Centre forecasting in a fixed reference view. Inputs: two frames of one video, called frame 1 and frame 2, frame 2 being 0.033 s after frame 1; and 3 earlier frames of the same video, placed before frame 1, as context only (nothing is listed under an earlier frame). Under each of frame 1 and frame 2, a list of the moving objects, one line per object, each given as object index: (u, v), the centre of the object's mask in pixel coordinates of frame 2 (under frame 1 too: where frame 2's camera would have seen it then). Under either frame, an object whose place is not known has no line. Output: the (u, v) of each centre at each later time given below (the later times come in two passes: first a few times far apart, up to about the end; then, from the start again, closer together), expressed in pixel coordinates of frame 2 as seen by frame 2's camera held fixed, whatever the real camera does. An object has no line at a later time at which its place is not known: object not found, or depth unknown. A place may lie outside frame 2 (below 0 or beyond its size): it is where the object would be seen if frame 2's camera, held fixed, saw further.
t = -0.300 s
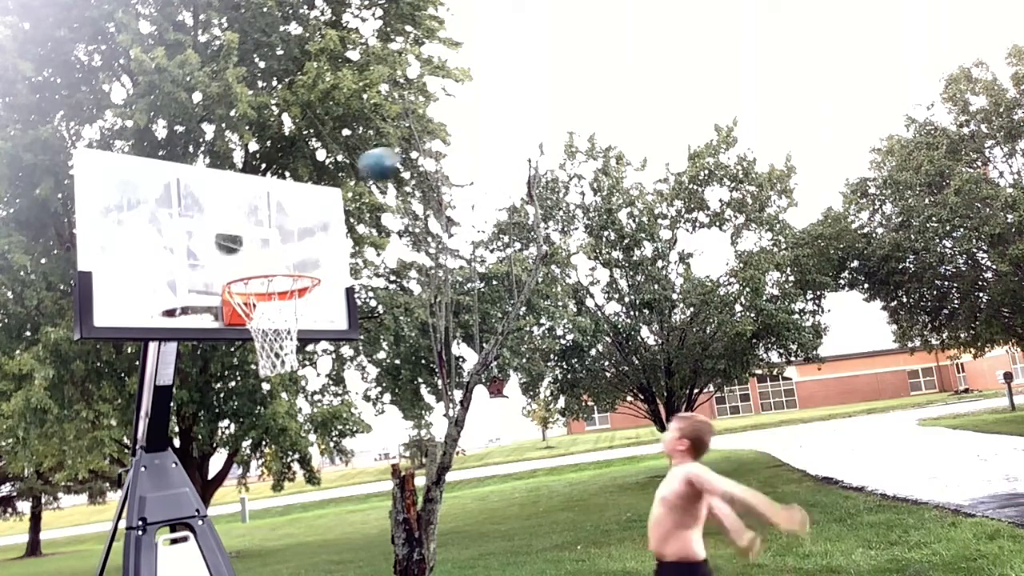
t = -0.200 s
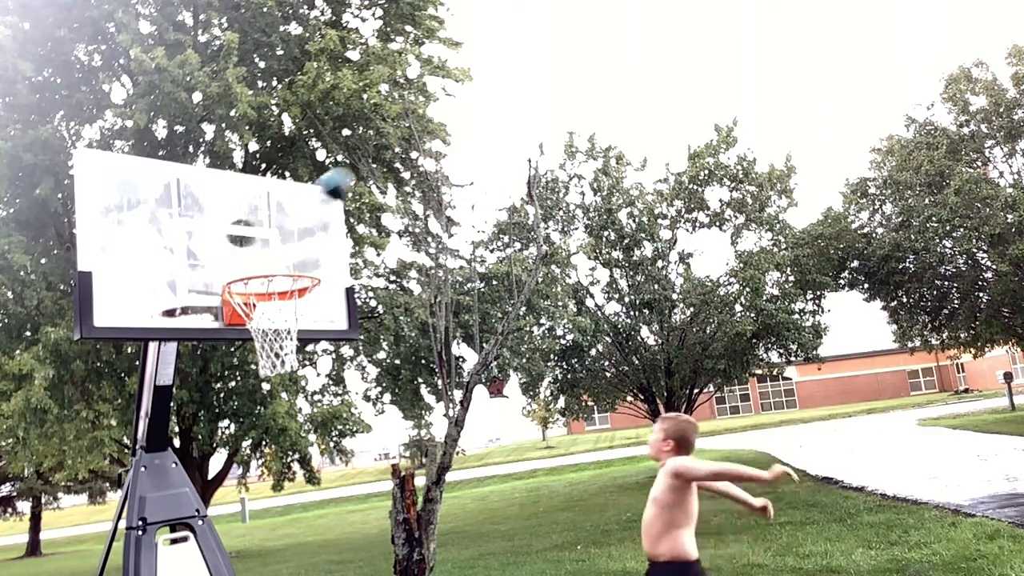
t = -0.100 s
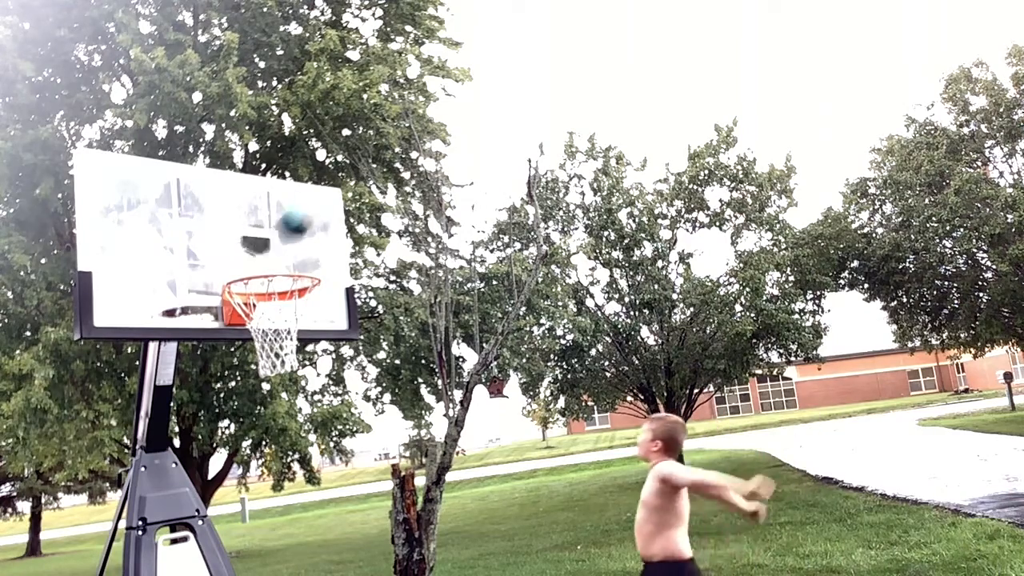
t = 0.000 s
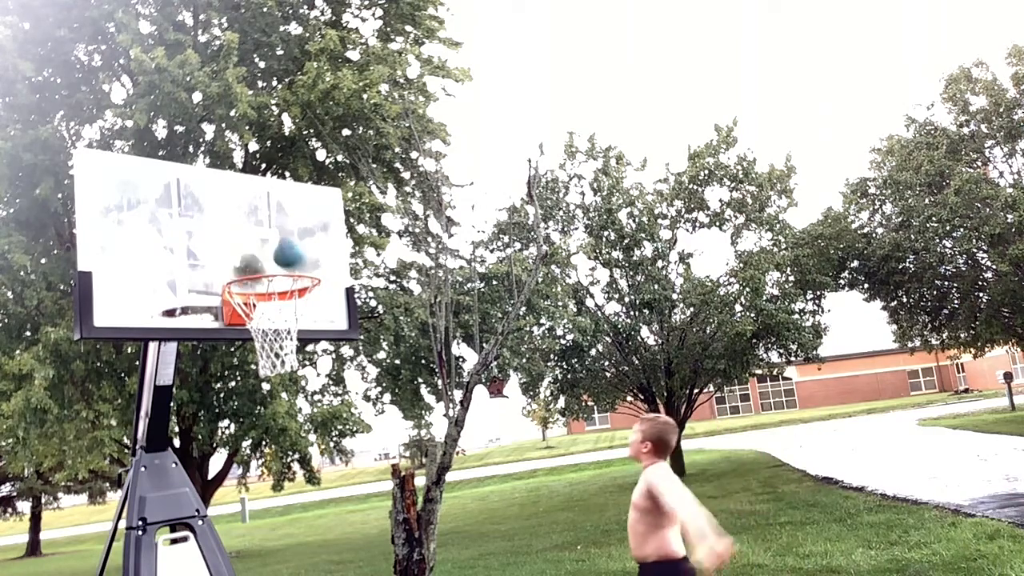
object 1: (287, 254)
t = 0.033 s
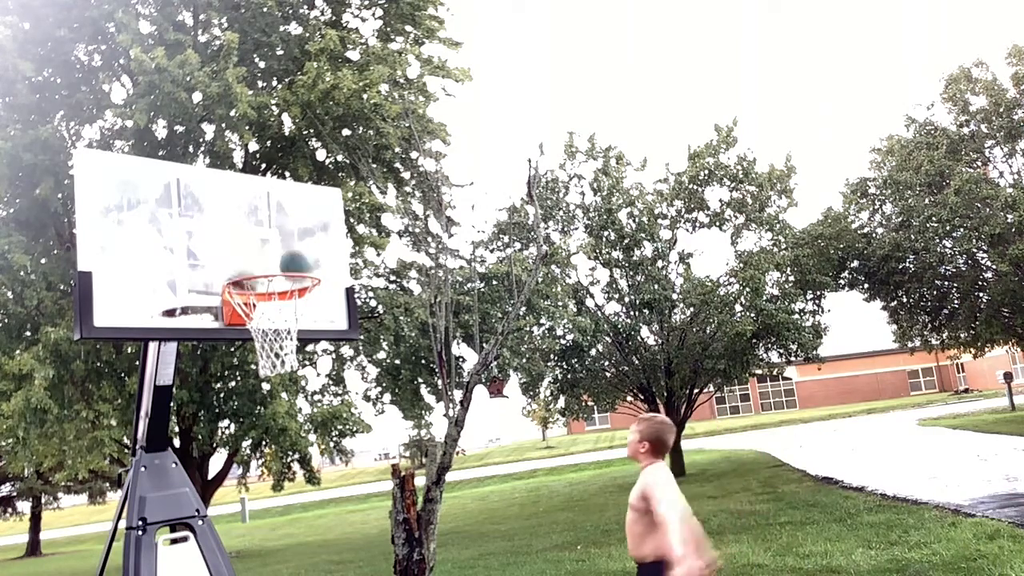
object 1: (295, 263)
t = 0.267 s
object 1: (314, 237)
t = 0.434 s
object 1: (333, 265)
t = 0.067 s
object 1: (299, 265)
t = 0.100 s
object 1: (301, 261)
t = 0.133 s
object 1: (304, 253)
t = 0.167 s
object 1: (306, 246)
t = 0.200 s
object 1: (309, 241)
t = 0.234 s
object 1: (311, 238)
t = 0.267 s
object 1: (314, 237)
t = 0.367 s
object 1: (323, 247)
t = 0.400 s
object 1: (328, 254)
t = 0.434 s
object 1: (333, 265)
